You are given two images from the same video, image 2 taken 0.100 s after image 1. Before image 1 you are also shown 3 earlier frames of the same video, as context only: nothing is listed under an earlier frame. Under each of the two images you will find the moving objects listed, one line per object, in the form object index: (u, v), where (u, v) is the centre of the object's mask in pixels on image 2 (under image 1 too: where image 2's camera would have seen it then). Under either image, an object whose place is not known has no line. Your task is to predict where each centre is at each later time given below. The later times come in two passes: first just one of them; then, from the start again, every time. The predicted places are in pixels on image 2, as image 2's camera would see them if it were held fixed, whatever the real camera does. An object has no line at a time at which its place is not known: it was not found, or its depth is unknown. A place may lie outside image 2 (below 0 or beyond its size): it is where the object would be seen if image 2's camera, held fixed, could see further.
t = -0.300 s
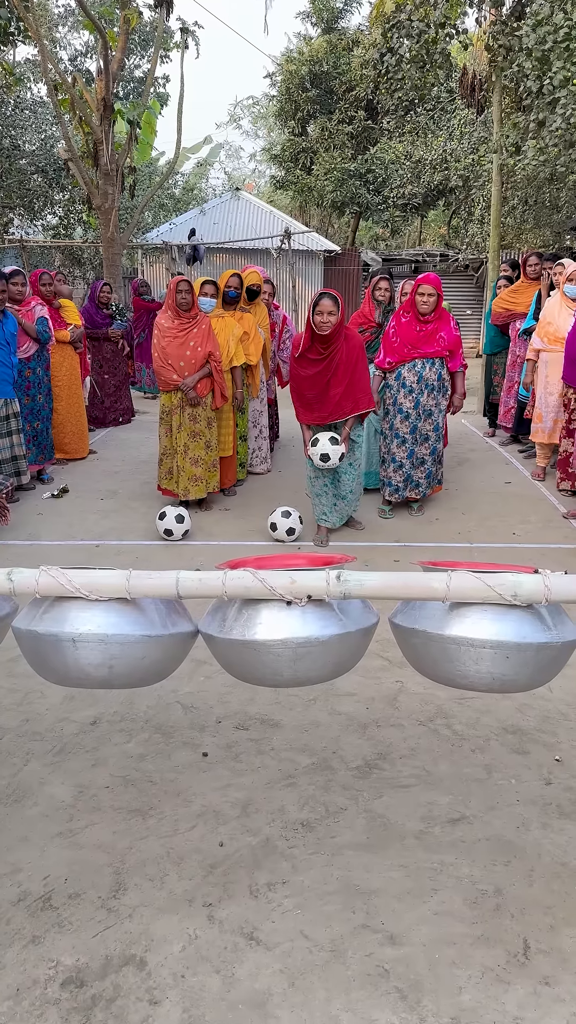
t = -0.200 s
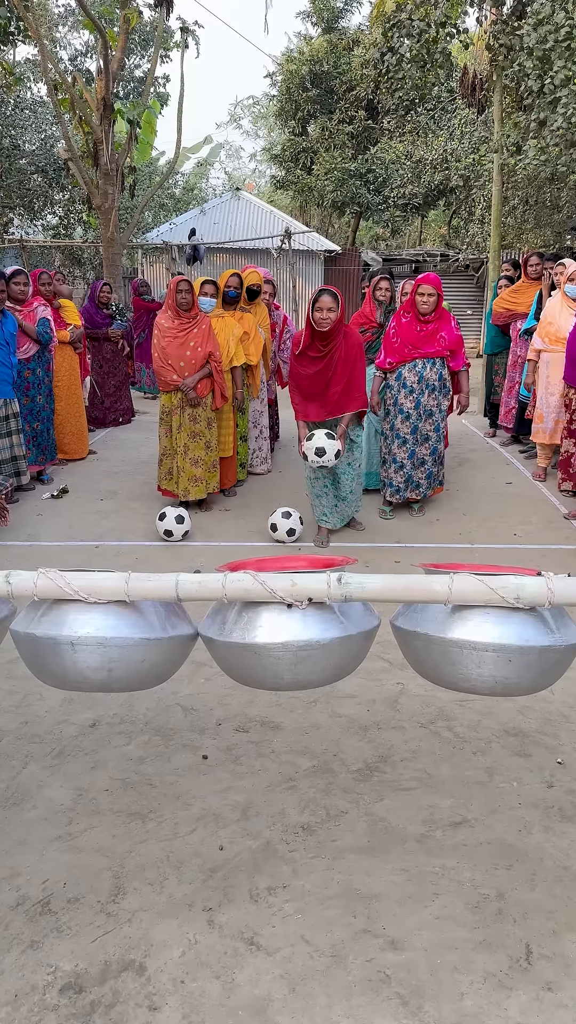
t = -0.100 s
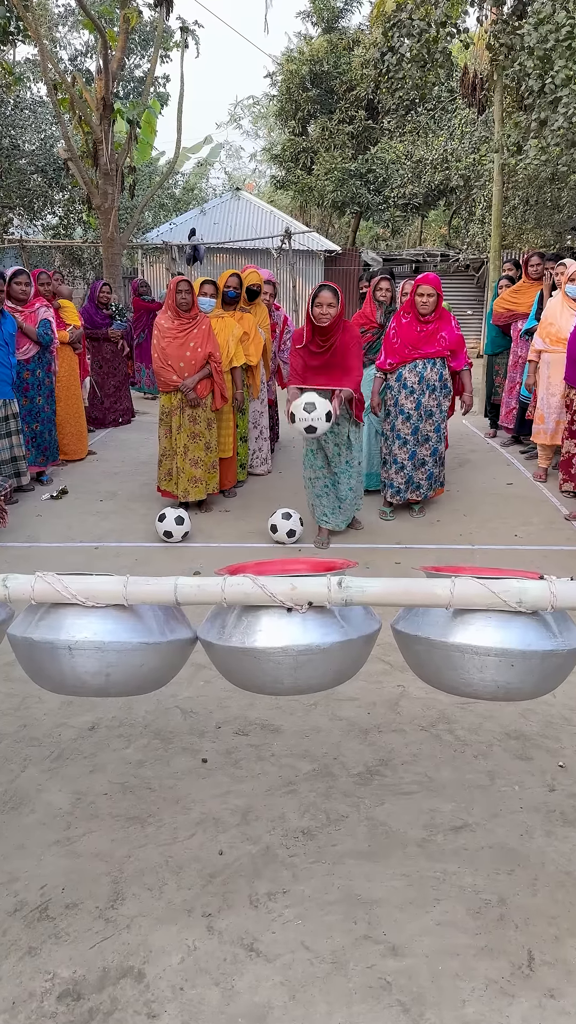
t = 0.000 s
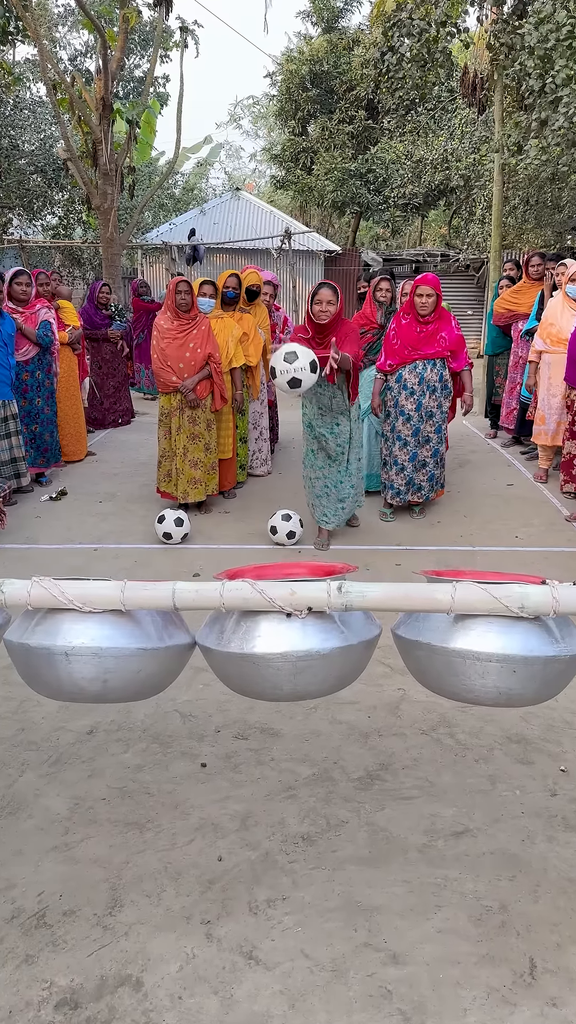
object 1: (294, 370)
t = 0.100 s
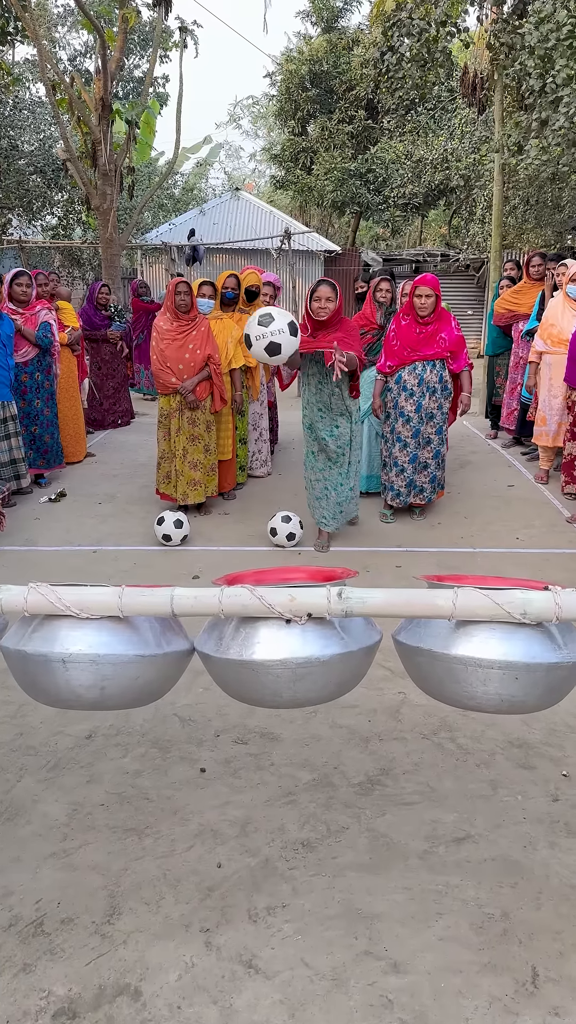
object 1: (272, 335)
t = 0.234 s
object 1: (233, 325)
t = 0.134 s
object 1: (263, 328)
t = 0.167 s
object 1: (254, 324)
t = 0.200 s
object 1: (244, 322)
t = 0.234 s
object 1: (233, 325)
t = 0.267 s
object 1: (221, 331)
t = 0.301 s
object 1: (208, 341)
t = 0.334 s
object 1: (195, 357)
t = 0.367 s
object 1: (180, 377)
